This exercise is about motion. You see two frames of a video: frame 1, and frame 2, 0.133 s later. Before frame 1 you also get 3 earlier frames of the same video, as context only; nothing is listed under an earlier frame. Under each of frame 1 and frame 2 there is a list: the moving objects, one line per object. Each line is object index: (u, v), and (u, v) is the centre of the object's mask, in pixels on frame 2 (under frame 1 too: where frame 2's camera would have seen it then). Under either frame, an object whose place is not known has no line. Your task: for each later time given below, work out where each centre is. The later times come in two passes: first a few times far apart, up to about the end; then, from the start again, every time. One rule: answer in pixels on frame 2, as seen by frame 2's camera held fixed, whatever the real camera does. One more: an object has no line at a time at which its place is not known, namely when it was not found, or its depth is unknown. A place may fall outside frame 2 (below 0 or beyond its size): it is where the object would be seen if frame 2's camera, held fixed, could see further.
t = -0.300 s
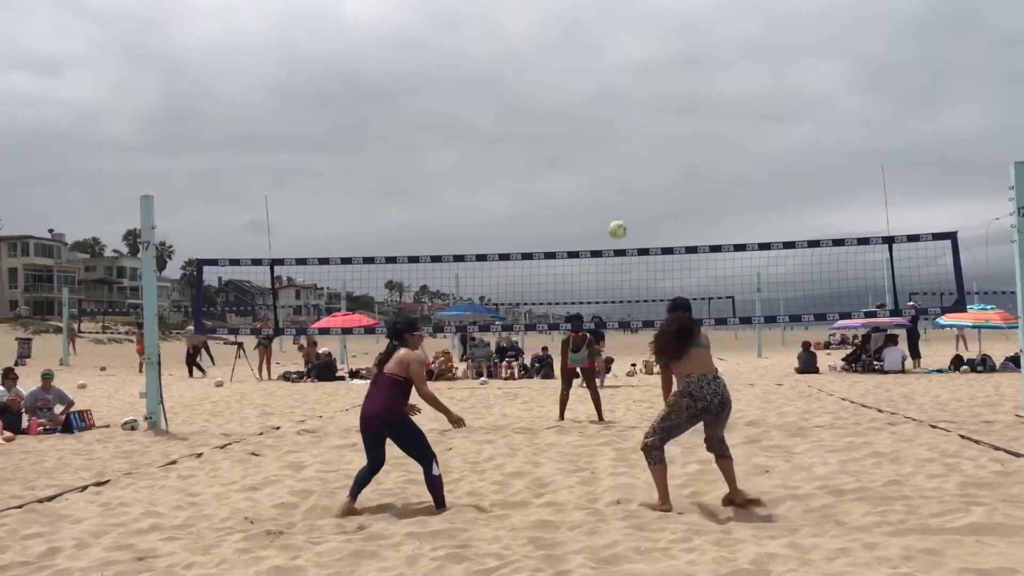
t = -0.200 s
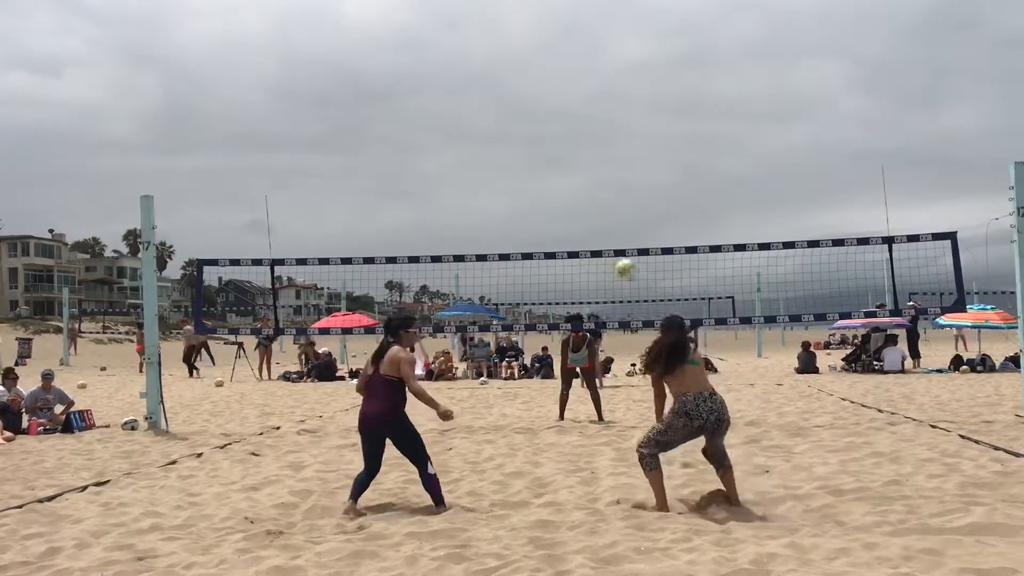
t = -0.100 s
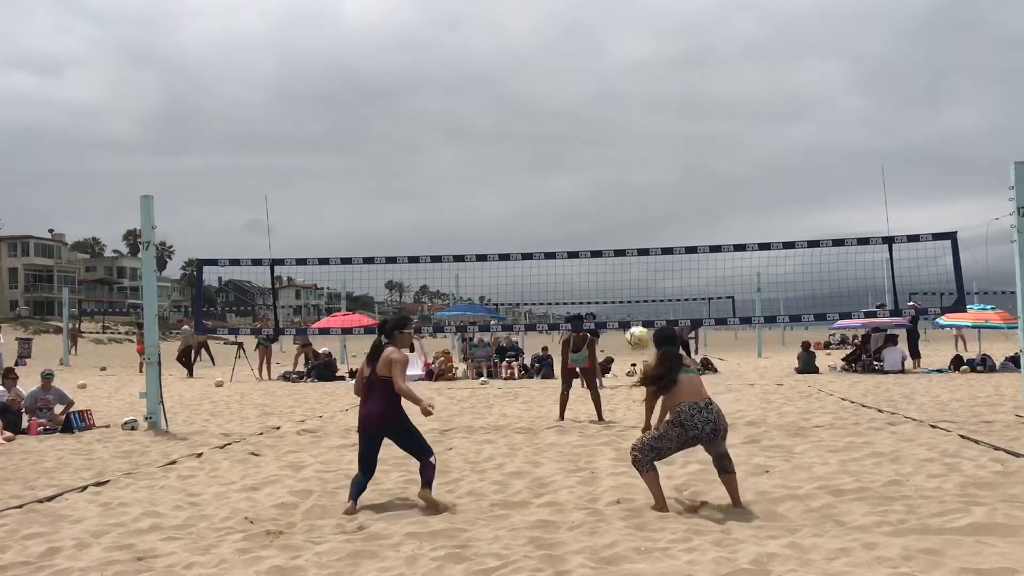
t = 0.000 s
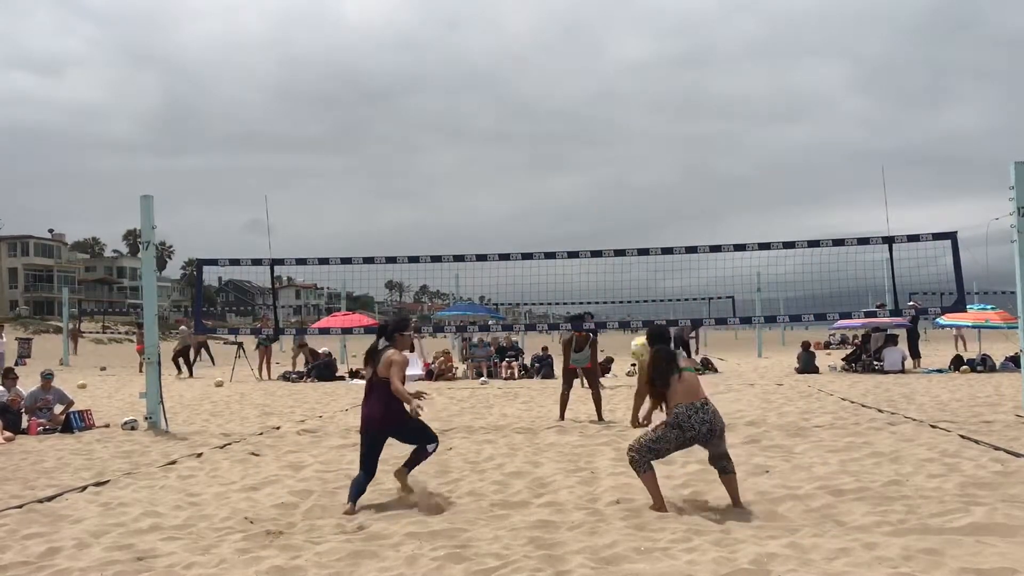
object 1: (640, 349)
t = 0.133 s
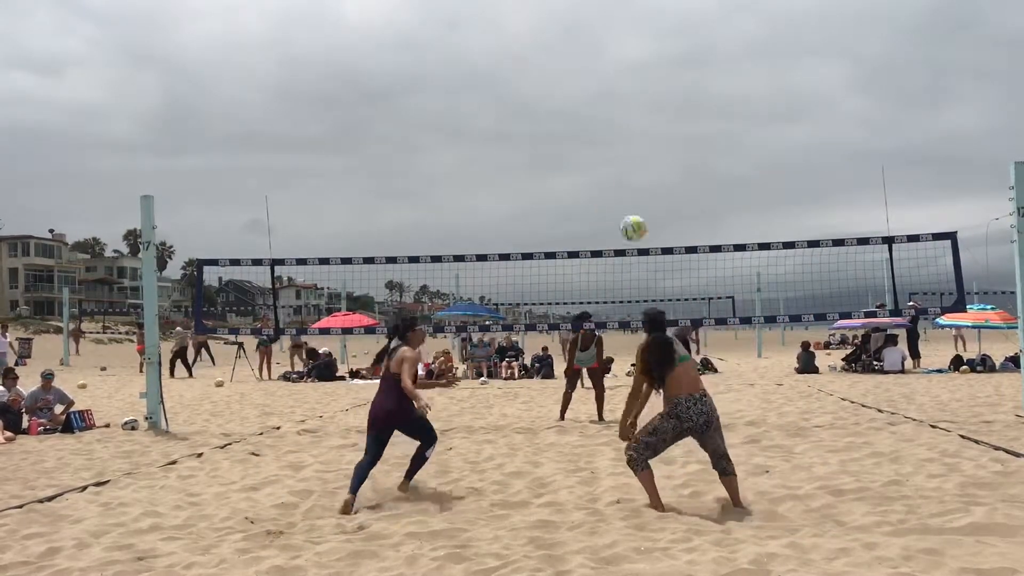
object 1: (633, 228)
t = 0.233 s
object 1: (627, 157)
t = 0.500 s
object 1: (614, 36)
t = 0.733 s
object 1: (606, 5)
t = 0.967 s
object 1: (600, 20)
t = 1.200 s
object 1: (595, 89)
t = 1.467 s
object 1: (590, 219)
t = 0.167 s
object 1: (631, 202)
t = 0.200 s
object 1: (629, 179)
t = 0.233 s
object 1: (627, 157)
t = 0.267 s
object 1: (625, 136)
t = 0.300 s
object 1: (623, 117)
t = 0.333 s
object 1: (622, 100)
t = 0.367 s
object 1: (621, 84)
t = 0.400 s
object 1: (619, 70)
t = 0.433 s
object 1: (617, 57)
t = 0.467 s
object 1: (616, 46)
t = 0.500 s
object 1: (614, 36)
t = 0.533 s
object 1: (613, 28)
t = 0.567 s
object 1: (612, 19)
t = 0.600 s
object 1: (611, 13)
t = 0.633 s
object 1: (610, 10)
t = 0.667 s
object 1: (608, 8)
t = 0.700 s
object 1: (607, 6)
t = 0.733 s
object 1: (606, 5)
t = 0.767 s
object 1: (605, 5)
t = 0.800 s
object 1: (604, 6)
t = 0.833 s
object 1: (604, 7)
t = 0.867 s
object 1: (603, 8)
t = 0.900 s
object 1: (602, 11)
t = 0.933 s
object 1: (601, 15)
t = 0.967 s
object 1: (600, 20)
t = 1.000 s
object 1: (600, 28)
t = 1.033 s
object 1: (599, 36)
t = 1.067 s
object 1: (598, 45)
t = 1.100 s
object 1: (597, 55)
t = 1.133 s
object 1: (596, 65)
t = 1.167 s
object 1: (596, 77)
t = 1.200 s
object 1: (595, 89)
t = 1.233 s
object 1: (595, 103)
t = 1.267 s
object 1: (594, 118)
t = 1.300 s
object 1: (593, 133)
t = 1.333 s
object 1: (593, 148)
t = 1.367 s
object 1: (592, 165)
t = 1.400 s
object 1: (591, 181)
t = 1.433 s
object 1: (591, 200)
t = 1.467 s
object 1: (590, 219)
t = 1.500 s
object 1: (590, 238)
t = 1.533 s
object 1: (589, 257)
